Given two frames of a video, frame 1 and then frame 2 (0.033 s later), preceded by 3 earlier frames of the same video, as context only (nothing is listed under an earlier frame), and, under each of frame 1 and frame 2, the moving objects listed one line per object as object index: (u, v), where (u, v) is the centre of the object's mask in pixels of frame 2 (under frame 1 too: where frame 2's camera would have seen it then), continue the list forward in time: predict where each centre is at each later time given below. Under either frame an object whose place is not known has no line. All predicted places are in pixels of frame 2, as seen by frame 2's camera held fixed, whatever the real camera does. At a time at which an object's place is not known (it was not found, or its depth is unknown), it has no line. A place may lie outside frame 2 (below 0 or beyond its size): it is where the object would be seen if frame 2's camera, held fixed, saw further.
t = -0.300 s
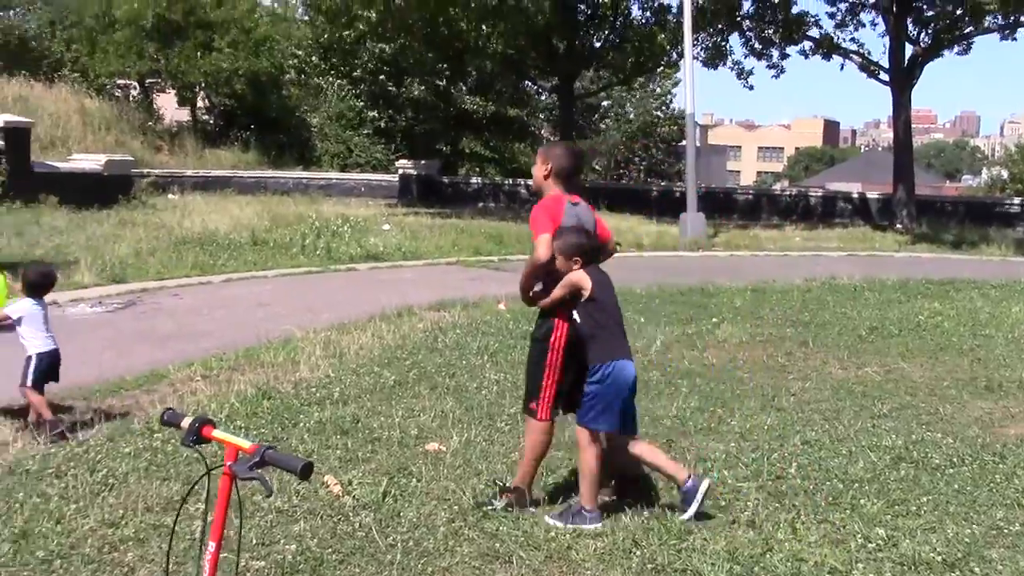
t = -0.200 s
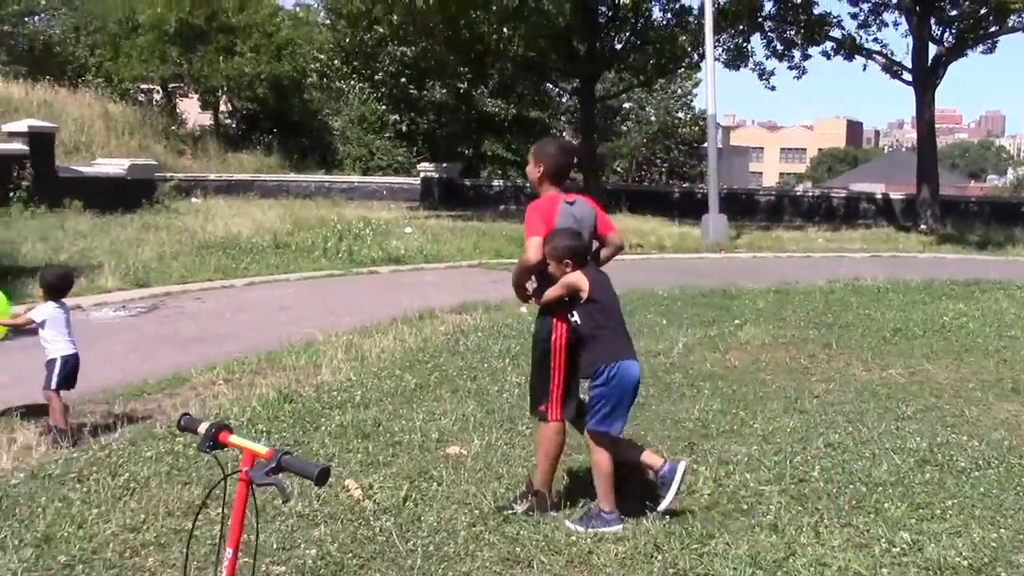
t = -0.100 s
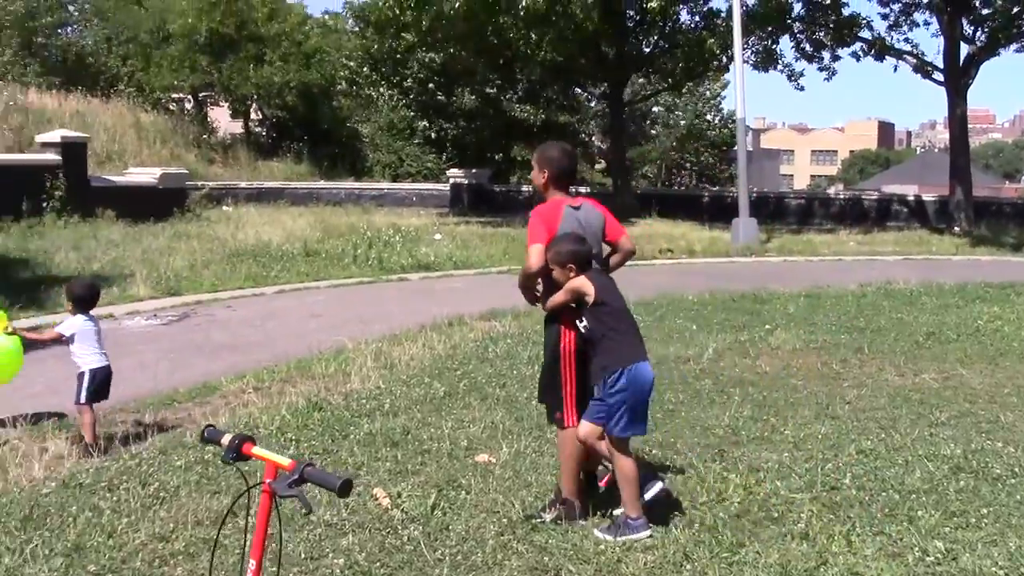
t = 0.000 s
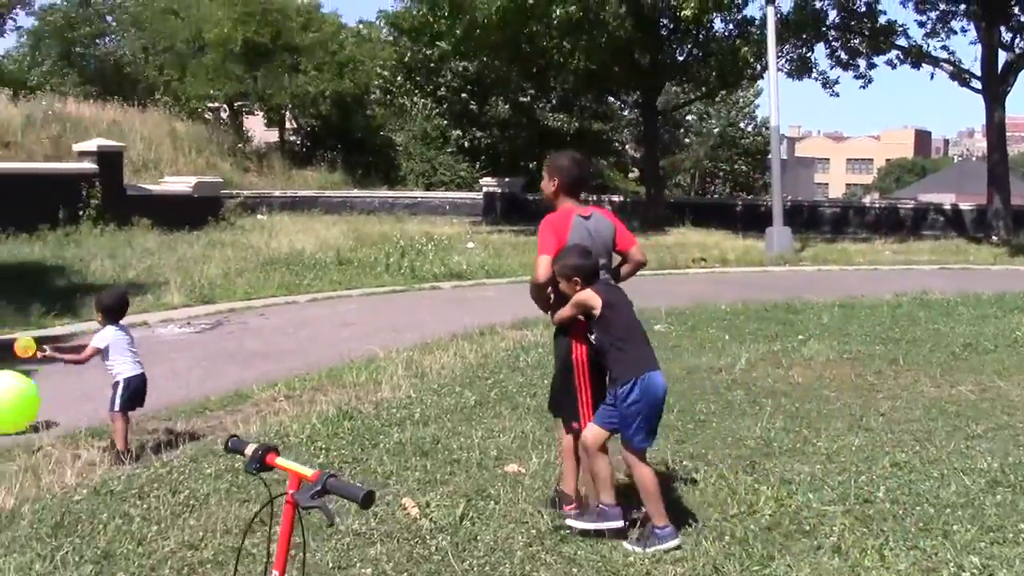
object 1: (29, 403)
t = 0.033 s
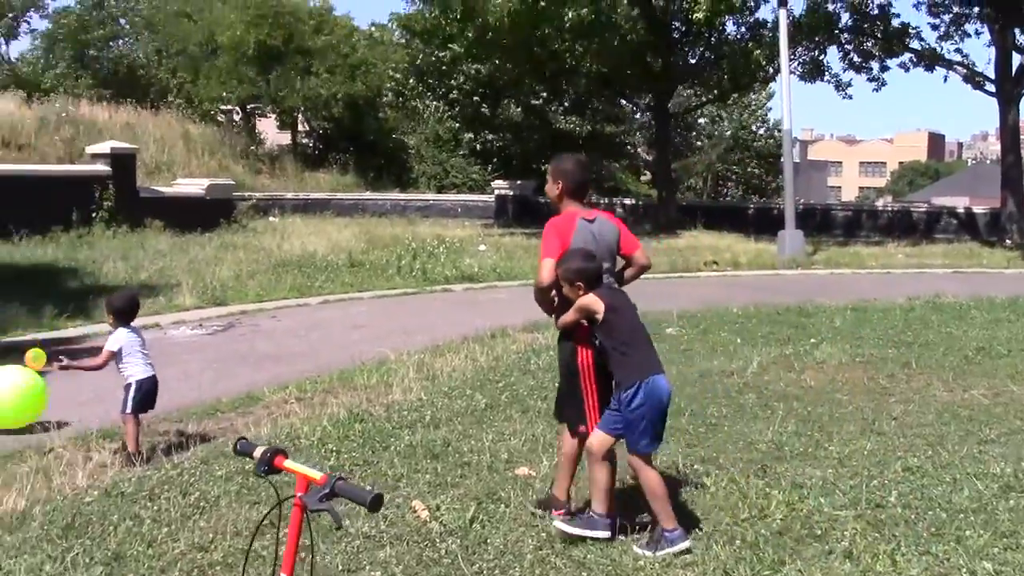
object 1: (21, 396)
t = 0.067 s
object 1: (12, 382)
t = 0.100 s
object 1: (4, 372)
